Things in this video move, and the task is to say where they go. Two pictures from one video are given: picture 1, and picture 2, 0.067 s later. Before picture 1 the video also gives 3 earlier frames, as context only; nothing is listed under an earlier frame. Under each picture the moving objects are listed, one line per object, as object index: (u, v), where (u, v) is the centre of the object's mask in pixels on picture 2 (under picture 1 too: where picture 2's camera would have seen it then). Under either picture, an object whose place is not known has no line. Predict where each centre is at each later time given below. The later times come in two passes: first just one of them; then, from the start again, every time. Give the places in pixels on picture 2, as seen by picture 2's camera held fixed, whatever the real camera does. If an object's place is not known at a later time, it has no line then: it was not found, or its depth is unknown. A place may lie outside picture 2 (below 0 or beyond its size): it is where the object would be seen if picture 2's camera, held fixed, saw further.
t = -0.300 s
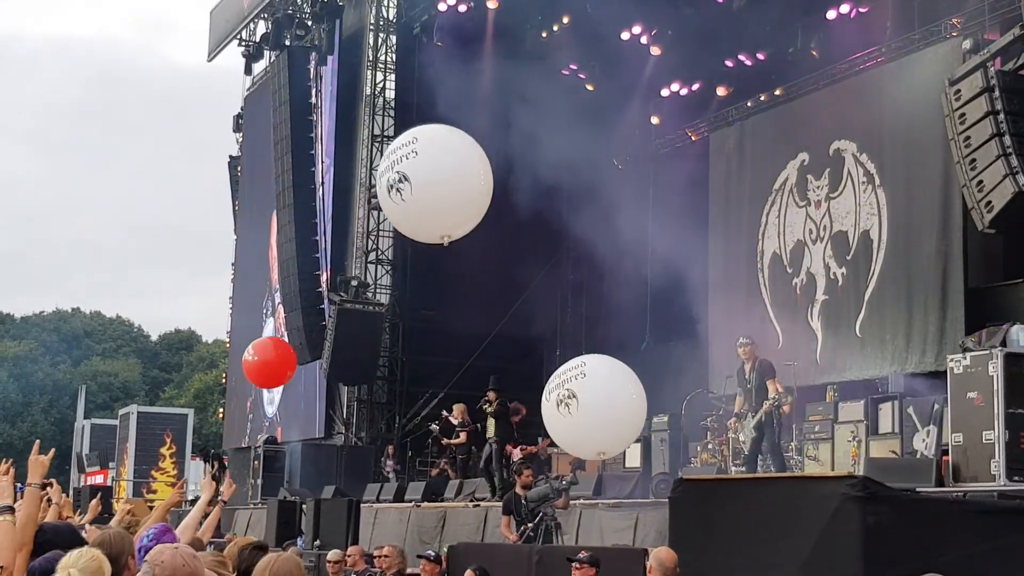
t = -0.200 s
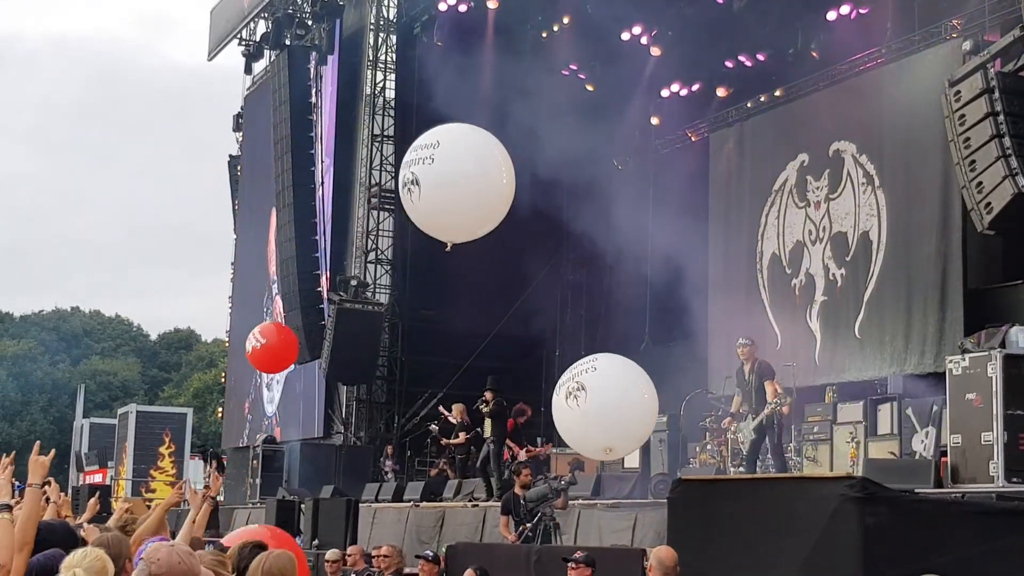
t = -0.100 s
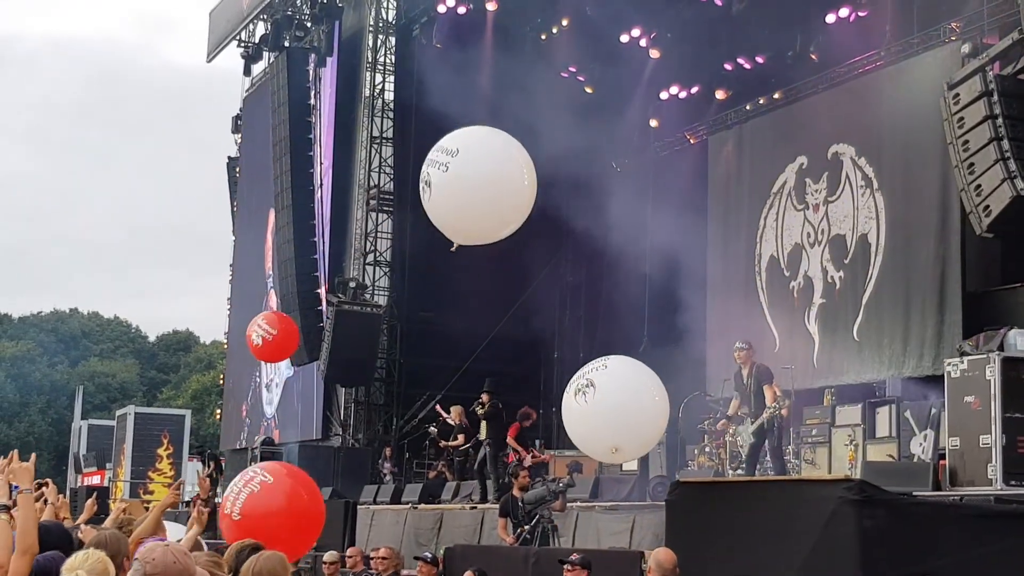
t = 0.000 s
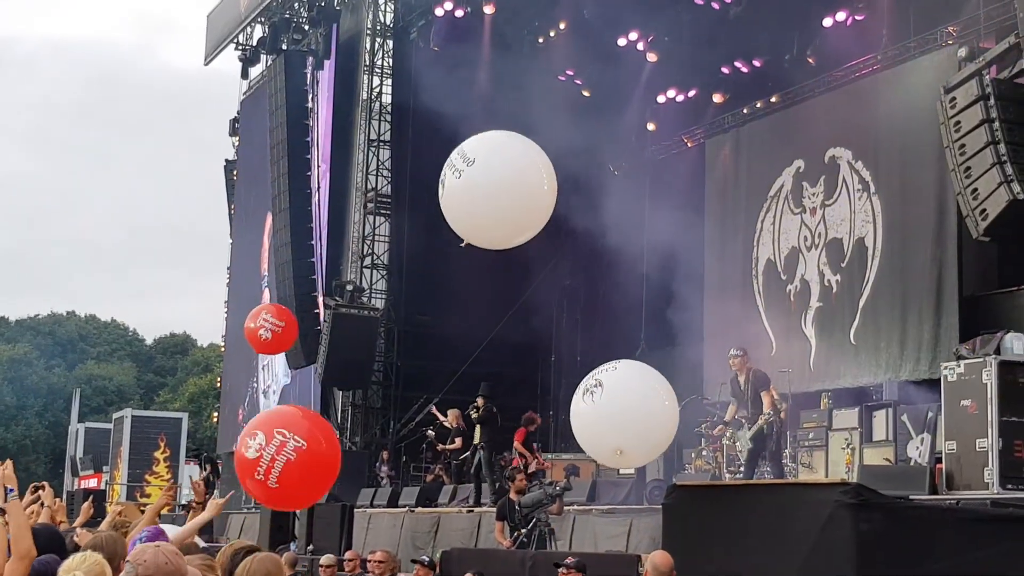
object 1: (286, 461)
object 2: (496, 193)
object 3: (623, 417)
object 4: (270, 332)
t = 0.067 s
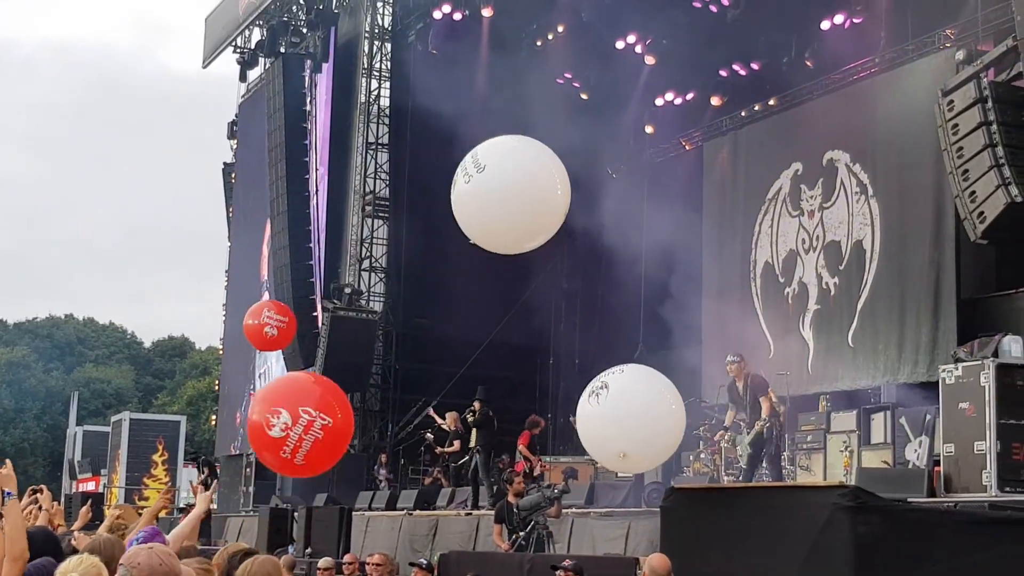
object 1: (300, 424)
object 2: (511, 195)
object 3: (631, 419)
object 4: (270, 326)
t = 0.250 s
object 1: (346, 337)
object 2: (550, 202)
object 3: (652, 426)
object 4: (269, 312)
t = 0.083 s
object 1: (304, 416)
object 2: (514, 195)
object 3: (633, 419)
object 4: (270, 324)
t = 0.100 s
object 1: (308, 407)
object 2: (518, 196)
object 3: (635, 420)
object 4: (270, 323)
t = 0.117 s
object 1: (313, 398)
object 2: (522, 196)
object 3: (637, 420)
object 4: (270, 321)
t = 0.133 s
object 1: (316, 390)
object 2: (525, 197)
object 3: (639, 421)
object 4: (270, 320)
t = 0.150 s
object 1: (321, 382)
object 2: (529, 198)
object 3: (641, 421)
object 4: (270, 319)
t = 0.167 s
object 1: (325, 374)
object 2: (532, 198)
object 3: (643, 422)
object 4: (269, 317)
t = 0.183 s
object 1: (329, 366)
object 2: (536, 199)
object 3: (644, 423)
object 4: (269, 316)
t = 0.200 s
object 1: (333, 359)
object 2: (540, 200)
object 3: (646, 424)
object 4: (269, 314)
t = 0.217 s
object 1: (337, 351)
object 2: (543, 200)
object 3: (648, 424)
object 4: (269, 313)
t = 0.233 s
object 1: (341, 344)
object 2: (547, 201)
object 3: (650, 425)
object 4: (269, 312)
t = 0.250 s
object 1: (346, 337)
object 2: (550, 202)
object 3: (652, 426)
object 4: (269, 312)
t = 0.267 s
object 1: (350, 330)
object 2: (554, 203)
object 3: (654, 427)
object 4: (270, 310)
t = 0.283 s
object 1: (355, 323)
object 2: (558, 204)
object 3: (657, 428)
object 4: (270, 309)
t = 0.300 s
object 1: (359, 316)
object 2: (562, 205)
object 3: (659, 429)
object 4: (270, 308)
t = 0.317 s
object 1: (364, 309)
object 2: (565, 206)
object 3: (661, 430)
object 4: (270, 307)
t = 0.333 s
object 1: (369, 302)
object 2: (569, 207)
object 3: (663, 431)
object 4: (270, 306)
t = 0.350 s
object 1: (373, 295)
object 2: (573, 208)
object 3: (665, 431)
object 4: (271, 305)
